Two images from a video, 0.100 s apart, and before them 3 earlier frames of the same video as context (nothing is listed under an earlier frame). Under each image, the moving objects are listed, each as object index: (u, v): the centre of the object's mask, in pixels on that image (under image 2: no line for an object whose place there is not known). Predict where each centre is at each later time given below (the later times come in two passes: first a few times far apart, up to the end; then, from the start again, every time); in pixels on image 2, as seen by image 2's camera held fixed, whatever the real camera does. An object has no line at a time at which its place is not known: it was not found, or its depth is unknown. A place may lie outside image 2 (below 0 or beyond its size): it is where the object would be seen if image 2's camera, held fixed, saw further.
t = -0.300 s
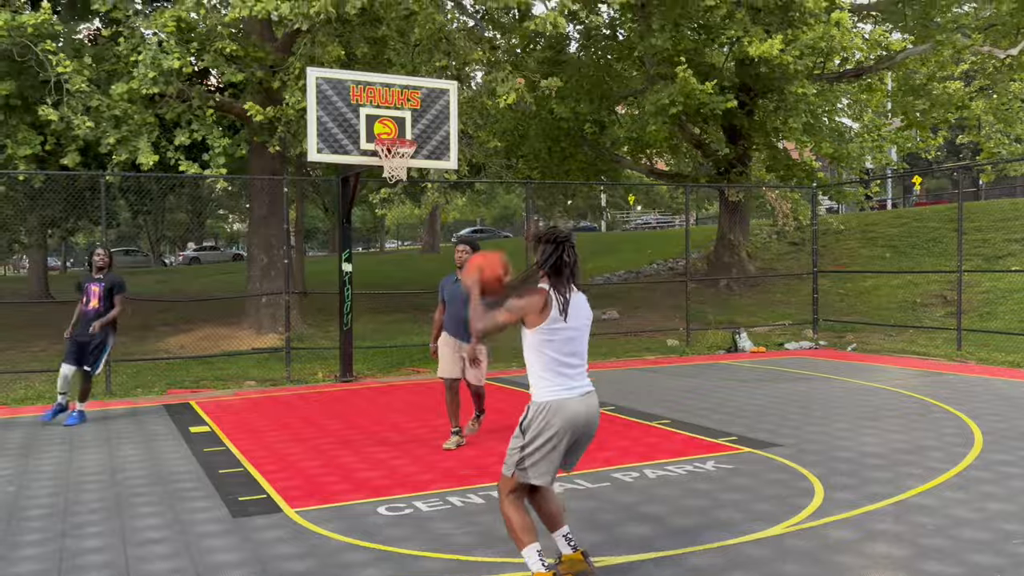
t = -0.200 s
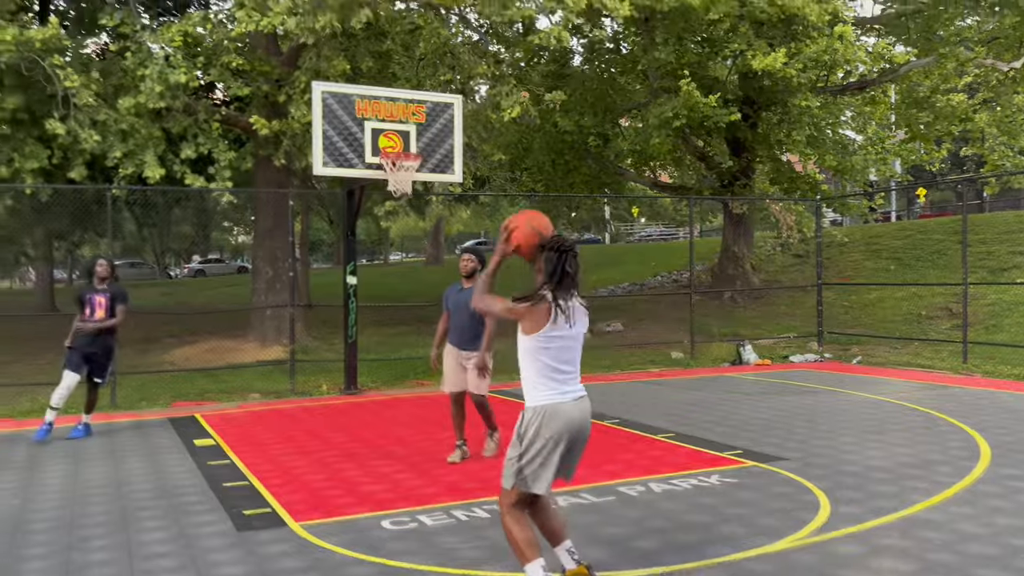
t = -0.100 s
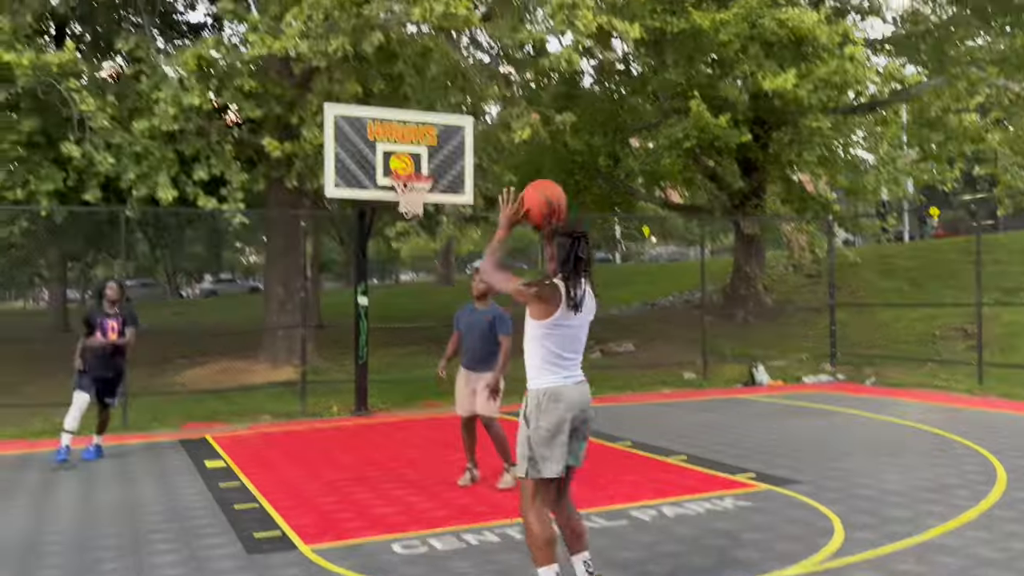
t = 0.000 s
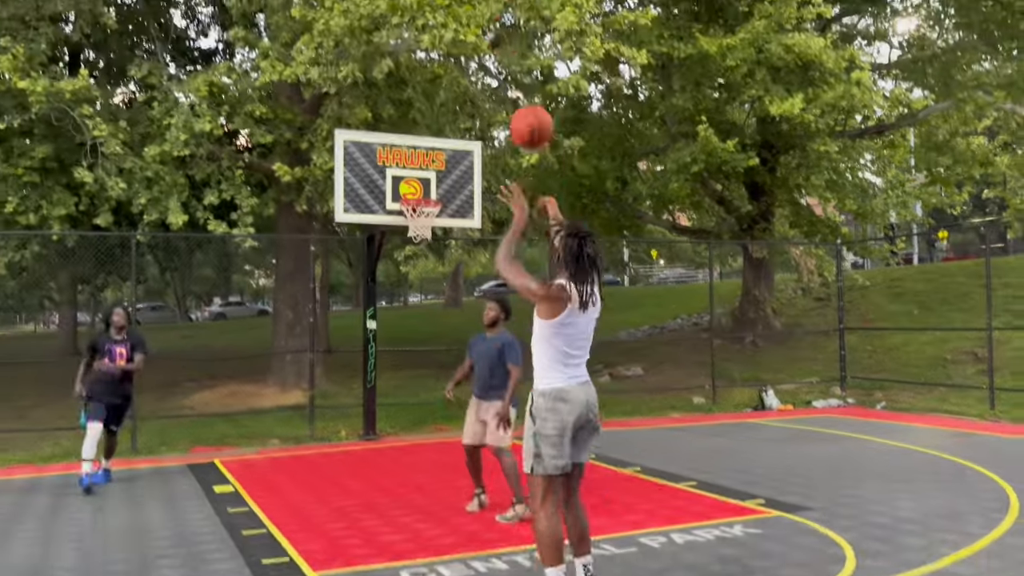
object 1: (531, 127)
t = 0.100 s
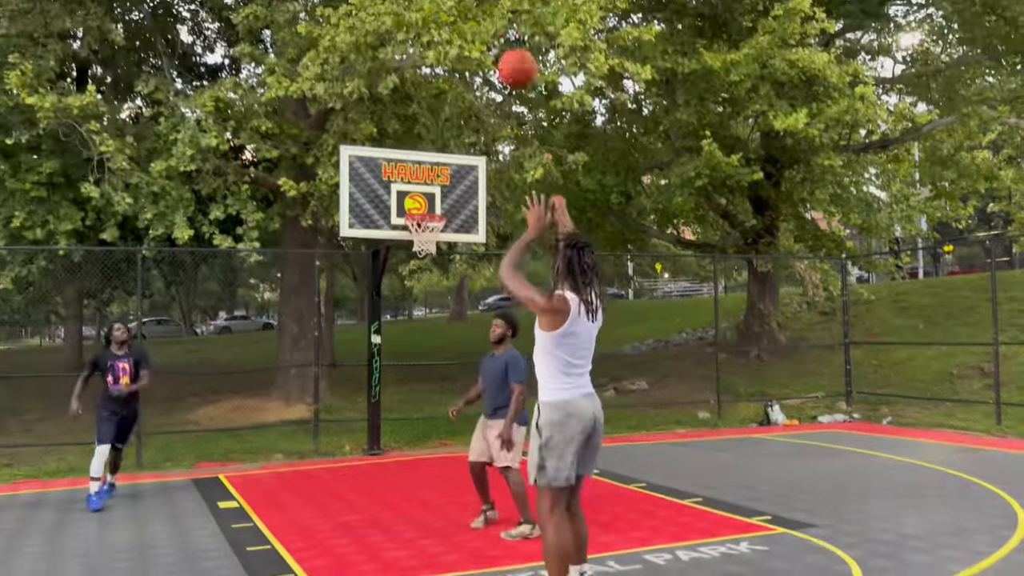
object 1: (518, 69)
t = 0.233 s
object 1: (497, 11)
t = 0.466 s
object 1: (475, -14)
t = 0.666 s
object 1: (462, 11)
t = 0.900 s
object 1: (451, 82)
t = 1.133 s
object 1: (442, 180)
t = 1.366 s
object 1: (394, 184)
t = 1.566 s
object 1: (363, 169)
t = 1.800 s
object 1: (322, 196)
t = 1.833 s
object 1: (315, 204)
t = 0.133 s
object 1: (511, 50)
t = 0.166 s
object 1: (507, 36)
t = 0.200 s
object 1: (502, 22)
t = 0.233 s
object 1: (497, 11)
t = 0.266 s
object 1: (494, 2)
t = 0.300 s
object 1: (489, -5)
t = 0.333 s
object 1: (486, -10)
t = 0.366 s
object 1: (484, -13)
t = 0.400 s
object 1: (481, -15)
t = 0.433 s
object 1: (478, -16)
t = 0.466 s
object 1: (475, -14)
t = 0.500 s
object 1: (474, -13)
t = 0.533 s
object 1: (471, -10)
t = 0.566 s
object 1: (469, -7)
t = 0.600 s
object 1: (467, -2)
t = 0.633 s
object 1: (464, 5)
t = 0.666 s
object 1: (462, 11)
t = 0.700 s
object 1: (460, 19)
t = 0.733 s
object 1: (459, 28)
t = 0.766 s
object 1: (457, 37)
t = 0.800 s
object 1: (455, 48)
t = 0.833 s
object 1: (454, 59)
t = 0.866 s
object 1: (453, 70)
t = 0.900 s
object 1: (451, 82)
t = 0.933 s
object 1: (449, 94)
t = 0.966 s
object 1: (448, 108)
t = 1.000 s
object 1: (447, 121)
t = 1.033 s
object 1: (445, 136)
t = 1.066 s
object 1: (444, 148)
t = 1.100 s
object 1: (444, 167)
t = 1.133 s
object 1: (442, 180)
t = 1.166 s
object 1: (442, 196)
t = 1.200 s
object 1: (439, 209)
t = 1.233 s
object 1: (429, 204)
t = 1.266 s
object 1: (421, 198)
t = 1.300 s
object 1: (409, 193)
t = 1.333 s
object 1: (400, 189)
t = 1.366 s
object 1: (394, 184)
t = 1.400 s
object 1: (389, 180)
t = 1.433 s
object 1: (384, 176)
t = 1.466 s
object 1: (378, 173)
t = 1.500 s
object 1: (373, 169)
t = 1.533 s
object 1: (368, 169)
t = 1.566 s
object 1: (363, 169)
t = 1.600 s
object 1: (357, 170)
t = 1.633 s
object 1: (352, 172)
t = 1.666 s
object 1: (344, 175)
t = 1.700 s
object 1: (338, 178)
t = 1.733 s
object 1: (332, 182)
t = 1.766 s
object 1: (327, 189)
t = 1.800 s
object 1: (322, 196)
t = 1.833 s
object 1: (315, 204)
